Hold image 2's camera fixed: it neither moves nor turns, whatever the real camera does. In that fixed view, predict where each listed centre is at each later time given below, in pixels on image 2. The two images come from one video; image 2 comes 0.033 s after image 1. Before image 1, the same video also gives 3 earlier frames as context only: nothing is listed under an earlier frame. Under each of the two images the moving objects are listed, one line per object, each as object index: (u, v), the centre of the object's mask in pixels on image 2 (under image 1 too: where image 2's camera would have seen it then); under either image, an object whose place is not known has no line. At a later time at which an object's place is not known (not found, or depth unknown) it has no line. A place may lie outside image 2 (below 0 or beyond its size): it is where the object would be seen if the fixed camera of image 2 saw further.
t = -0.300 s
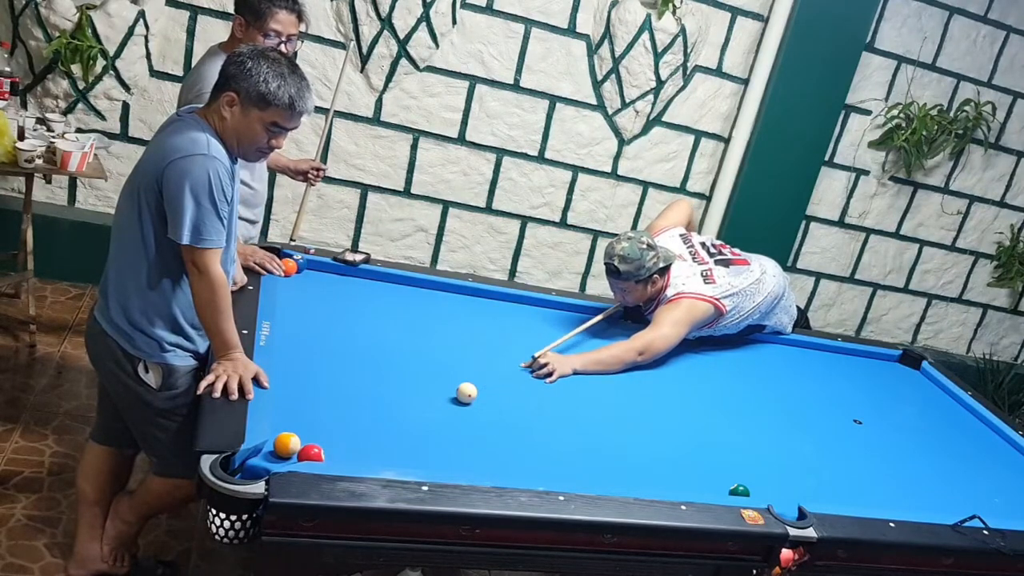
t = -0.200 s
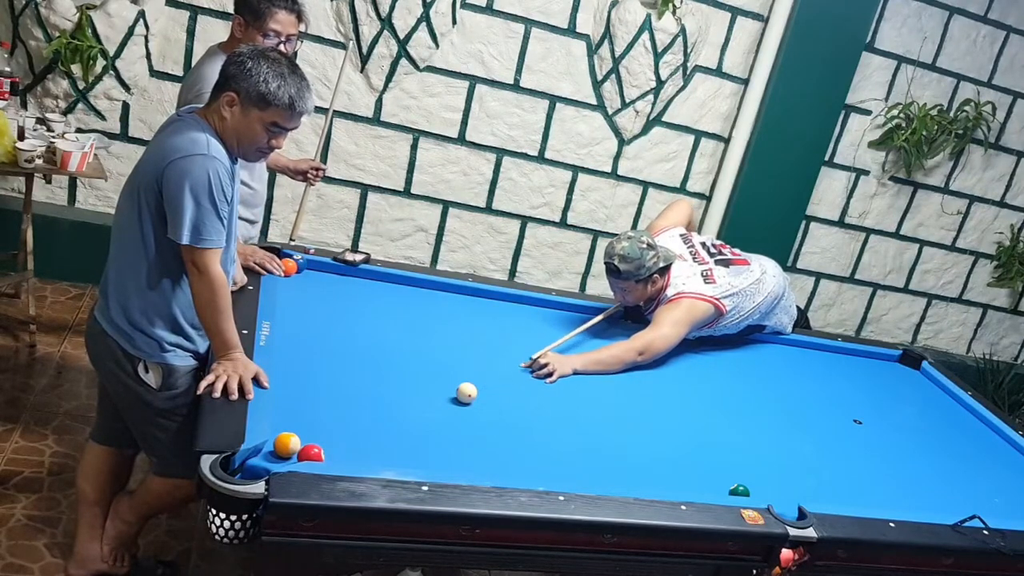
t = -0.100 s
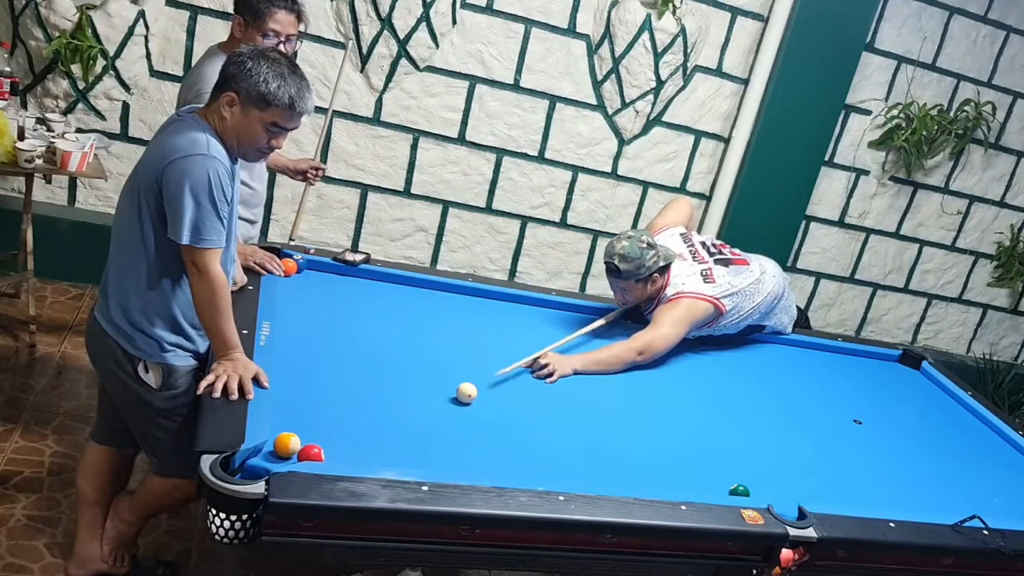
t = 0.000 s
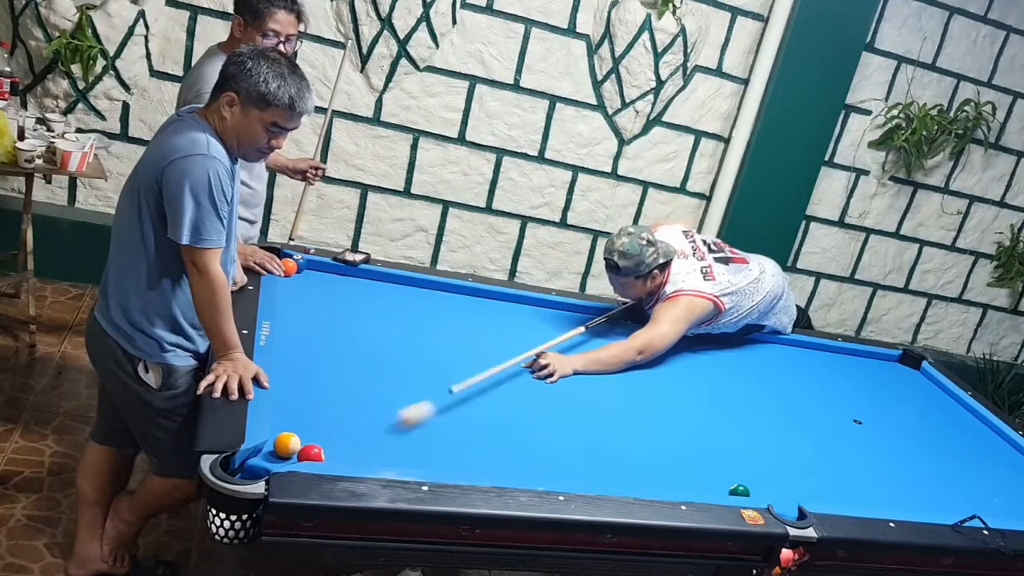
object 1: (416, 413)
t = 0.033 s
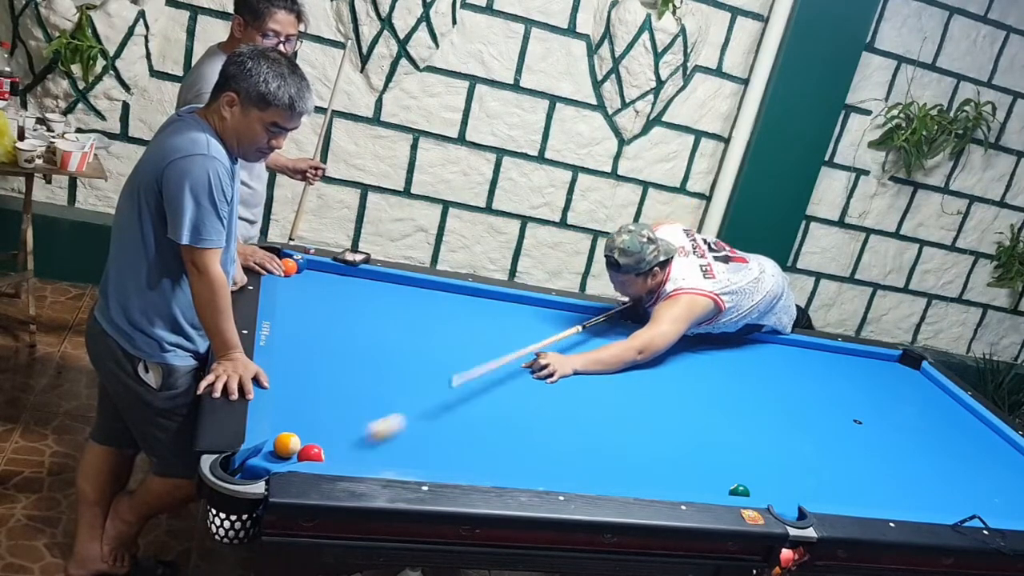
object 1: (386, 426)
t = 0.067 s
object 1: (353, 441)
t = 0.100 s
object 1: (337, 453)
